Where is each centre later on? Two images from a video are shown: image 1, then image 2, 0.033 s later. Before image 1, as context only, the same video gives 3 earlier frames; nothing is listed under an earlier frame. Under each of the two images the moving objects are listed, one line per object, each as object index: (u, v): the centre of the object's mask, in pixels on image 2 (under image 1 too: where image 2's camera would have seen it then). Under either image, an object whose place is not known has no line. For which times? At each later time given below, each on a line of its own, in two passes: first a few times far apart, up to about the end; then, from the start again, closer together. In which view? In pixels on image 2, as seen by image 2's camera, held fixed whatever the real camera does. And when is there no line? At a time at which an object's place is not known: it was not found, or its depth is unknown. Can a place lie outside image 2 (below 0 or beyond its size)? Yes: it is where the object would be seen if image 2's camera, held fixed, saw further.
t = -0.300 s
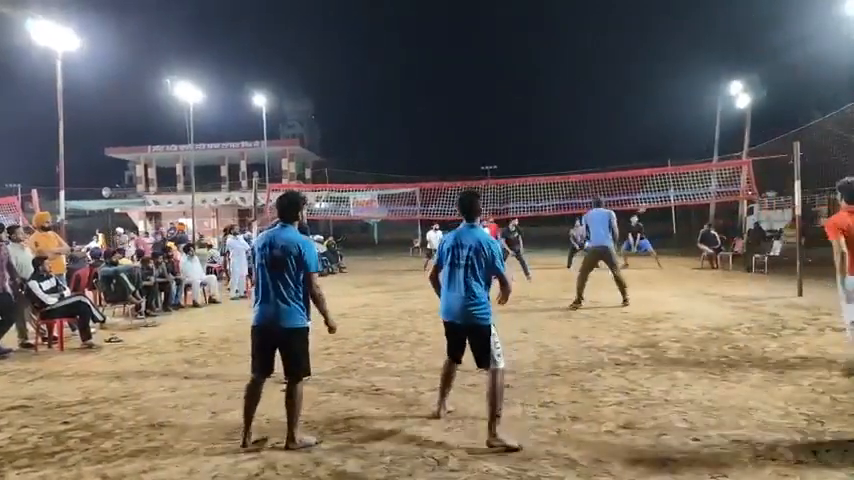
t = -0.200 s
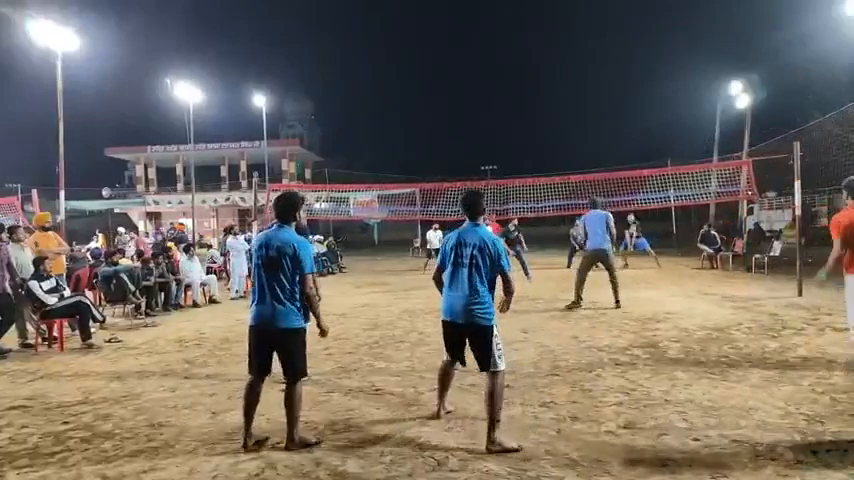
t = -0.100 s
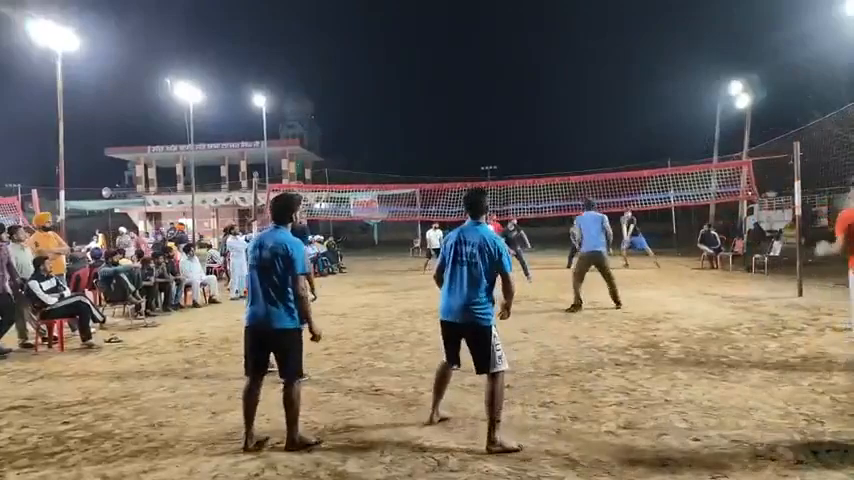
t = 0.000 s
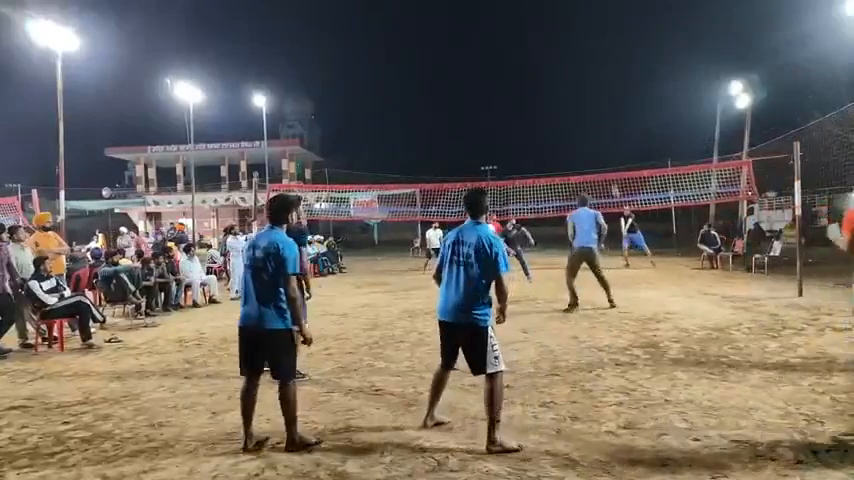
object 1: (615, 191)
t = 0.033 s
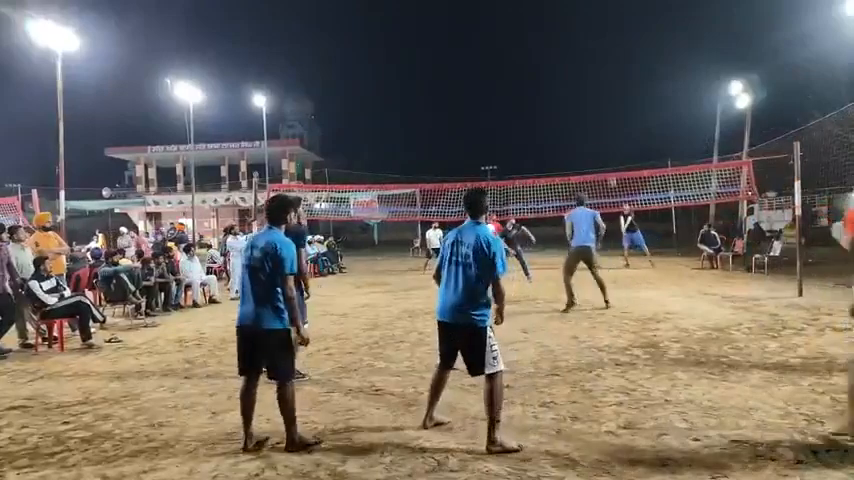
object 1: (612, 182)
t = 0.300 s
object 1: (583, 110)
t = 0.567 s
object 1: (549, 56)
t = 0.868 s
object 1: (503, 26)
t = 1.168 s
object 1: (446, 39)
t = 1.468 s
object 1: (374, 118)
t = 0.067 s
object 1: (607, 168)
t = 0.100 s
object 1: (604, 161)
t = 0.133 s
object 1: (601, 152)
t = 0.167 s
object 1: (598, 143)
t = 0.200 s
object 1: (594, 134)
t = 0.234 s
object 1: (590, 126)
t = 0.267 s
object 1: (587, 118)
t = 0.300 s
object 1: (583, 110)
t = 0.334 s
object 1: (579, 102)
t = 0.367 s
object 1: (575, 95)
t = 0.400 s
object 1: (571, 87)
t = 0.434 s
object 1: (567, 80)
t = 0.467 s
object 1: (563, 73)
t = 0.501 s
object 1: (558, 67)
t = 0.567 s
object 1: (549, 56)
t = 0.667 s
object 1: (535, 42)
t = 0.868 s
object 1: (503, 26)
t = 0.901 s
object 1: (498, 24)
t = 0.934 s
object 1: (492, 25)
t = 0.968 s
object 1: (486, 25)
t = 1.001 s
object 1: (480, 25)
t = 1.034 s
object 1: (473, 27)
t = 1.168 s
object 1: (446, 39)
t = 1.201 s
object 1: (439, 44)
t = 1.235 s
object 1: (432, 50)
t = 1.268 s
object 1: (424, 57)
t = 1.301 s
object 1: (417, 64)
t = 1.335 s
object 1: (408, 74)
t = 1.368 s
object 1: (400, 83)
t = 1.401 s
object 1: (392, 94)
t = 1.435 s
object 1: (383, 105)
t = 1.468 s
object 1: (374, 118)
